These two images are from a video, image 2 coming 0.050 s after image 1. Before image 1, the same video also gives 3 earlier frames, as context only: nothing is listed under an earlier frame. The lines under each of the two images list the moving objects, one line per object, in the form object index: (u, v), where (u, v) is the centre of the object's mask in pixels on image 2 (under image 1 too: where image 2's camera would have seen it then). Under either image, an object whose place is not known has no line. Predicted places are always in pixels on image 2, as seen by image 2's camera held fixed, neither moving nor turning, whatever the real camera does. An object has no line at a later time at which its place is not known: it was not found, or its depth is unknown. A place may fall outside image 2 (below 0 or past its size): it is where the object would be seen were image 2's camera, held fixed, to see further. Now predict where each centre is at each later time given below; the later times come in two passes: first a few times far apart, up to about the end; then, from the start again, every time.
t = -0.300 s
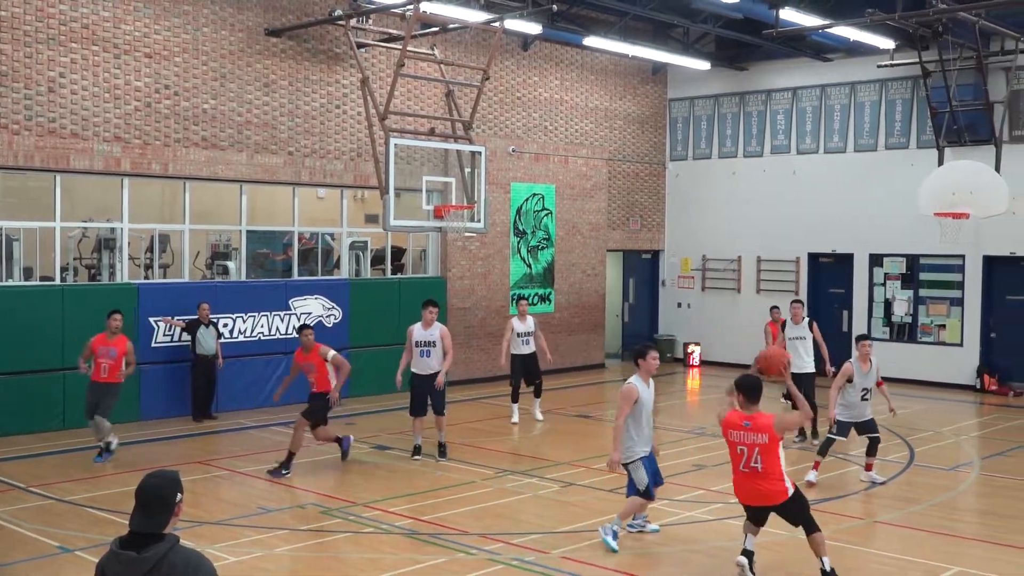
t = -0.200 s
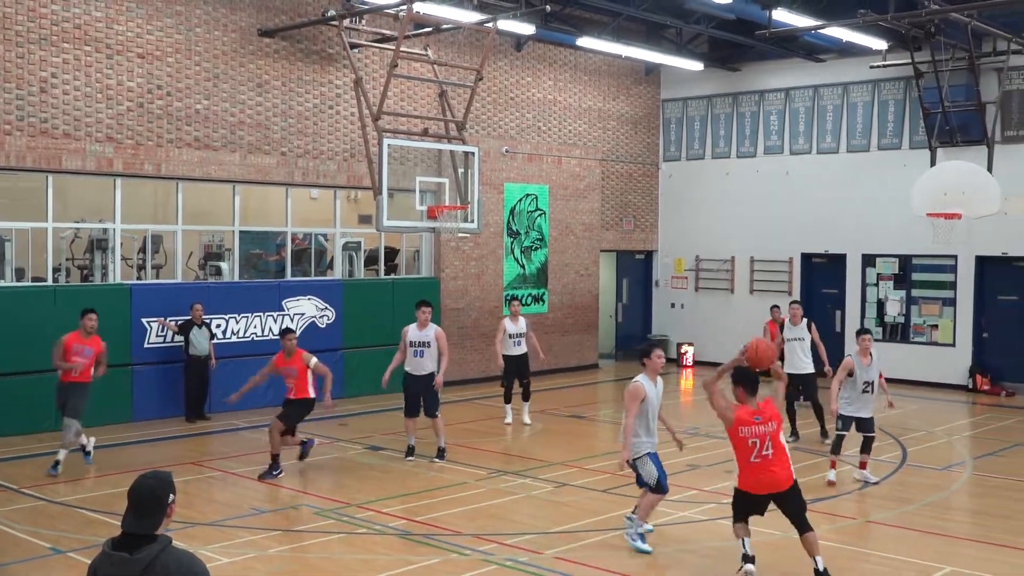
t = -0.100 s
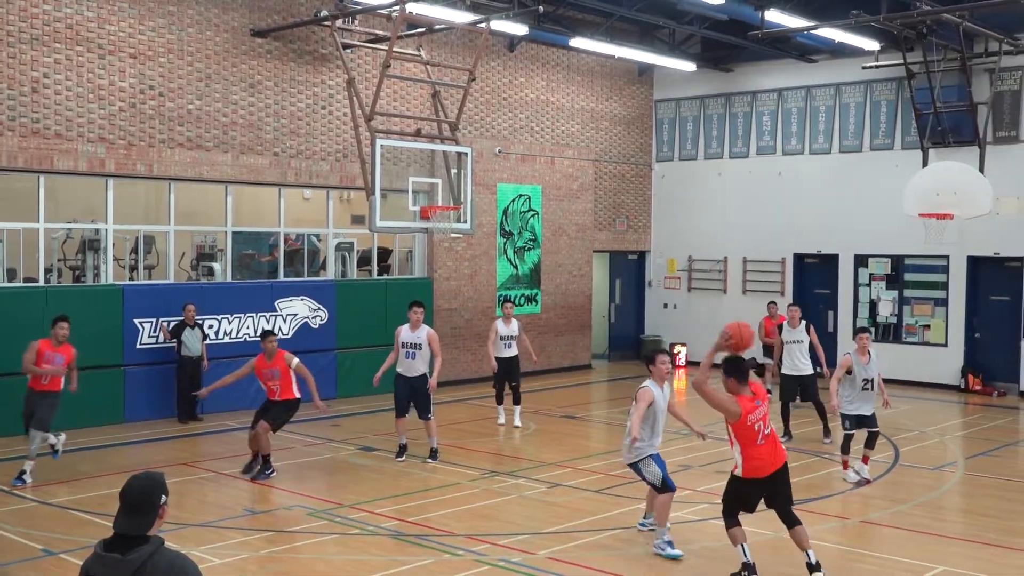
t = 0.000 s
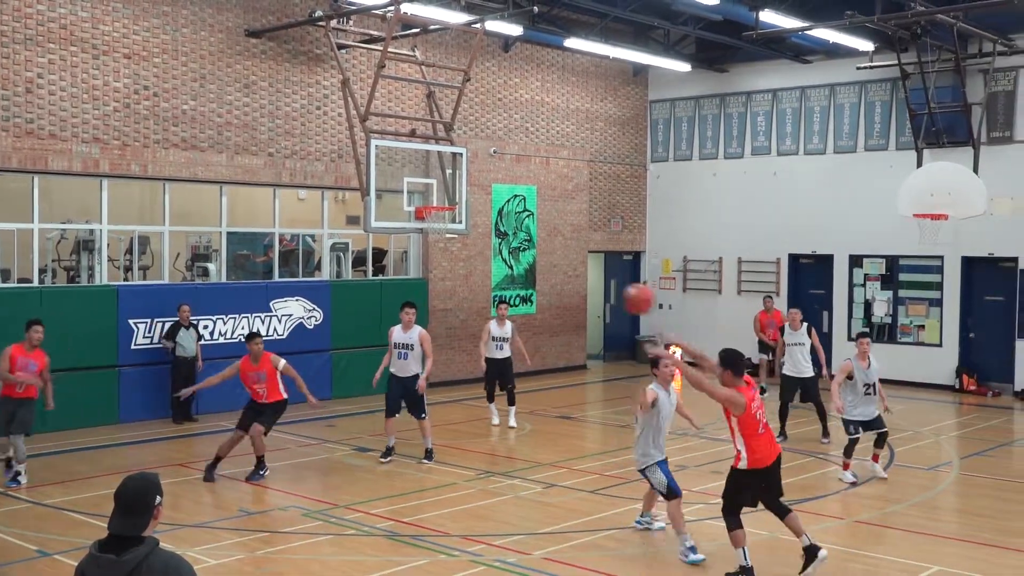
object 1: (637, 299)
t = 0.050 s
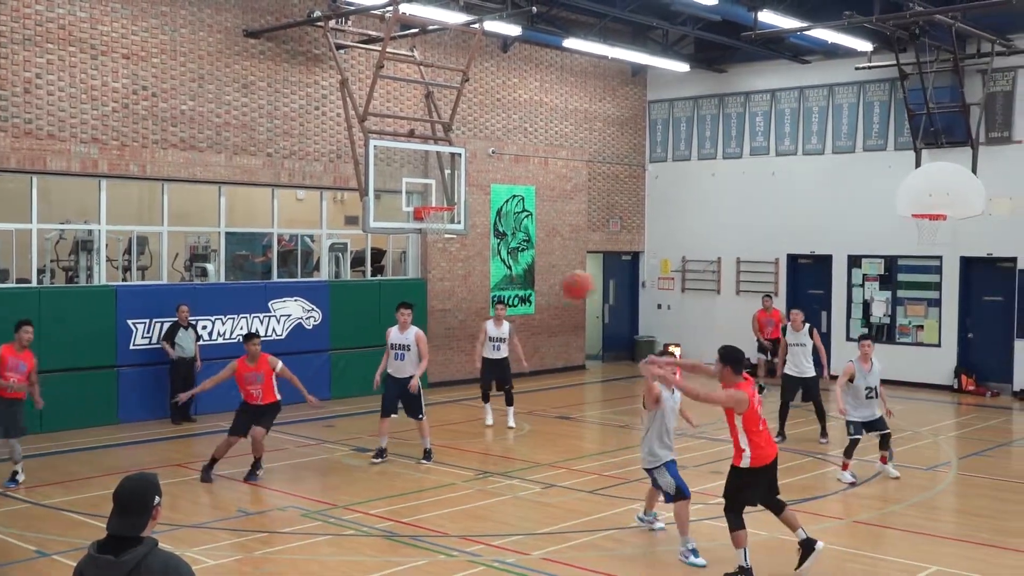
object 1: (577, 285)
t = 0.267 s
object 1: (341, 264)
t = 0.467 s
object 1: (156, 289)
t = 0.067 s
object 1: (557, 281)
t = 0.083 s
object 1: (536, 278)
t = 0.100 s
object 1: (518, 275)
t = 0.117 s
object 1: (499, 272)
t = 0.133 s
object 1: (479, 270)
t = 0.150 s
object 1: (462, 268)
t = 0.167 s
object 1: (444, 266)
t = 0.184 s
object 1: (427, 265)
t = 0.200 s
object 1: (409, 264)
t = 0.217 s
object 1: (391, 263)
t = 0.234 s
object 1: (374, 263)
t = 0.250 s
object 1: (358, 263)
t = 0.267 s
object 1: (341, 264)
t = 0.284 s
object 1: (325, 264)
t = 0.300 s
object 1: (308, 264)
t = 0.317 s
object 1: (291, 265)
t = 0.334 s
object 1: (276, 267)
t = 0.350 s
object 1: (260, 268)
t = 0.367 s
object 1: (246, 270)
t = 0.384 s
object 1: (230, 273)
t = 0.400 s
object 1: (215, 276)
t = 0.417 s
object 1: (199, 278)
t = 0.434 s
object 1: (184, 282)
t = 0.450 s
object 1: (169, 285)
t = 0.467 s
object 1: (156, 289)
